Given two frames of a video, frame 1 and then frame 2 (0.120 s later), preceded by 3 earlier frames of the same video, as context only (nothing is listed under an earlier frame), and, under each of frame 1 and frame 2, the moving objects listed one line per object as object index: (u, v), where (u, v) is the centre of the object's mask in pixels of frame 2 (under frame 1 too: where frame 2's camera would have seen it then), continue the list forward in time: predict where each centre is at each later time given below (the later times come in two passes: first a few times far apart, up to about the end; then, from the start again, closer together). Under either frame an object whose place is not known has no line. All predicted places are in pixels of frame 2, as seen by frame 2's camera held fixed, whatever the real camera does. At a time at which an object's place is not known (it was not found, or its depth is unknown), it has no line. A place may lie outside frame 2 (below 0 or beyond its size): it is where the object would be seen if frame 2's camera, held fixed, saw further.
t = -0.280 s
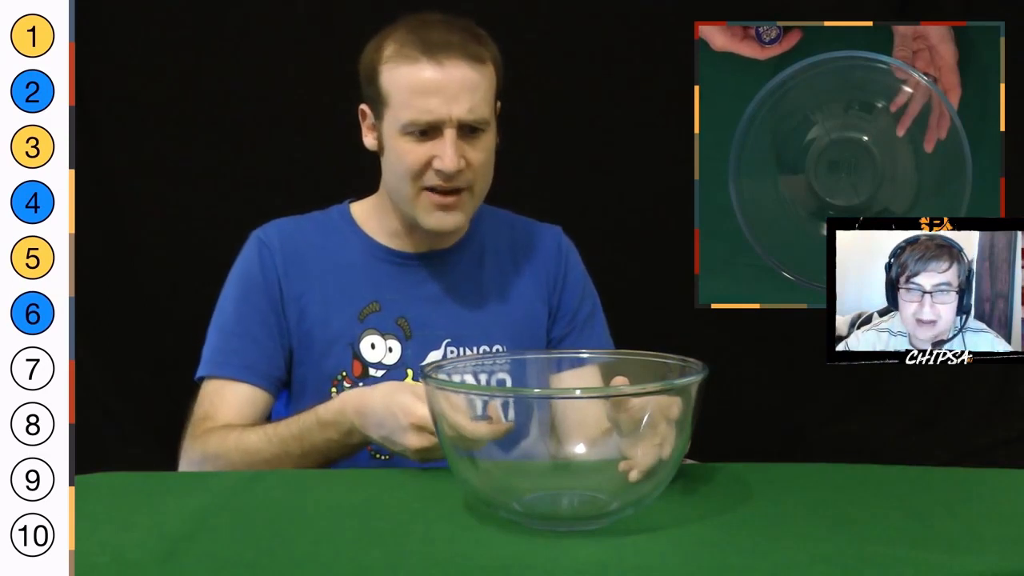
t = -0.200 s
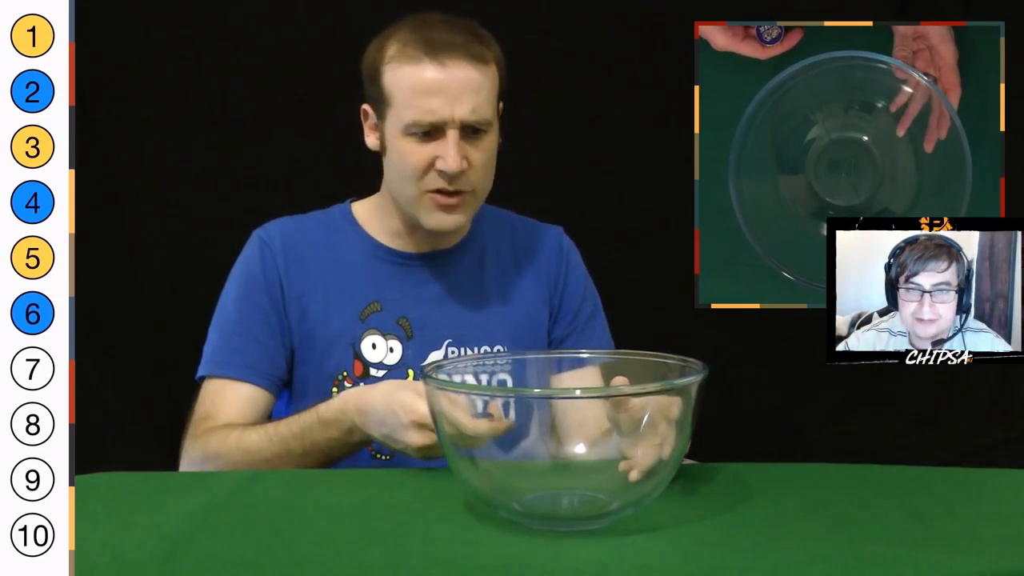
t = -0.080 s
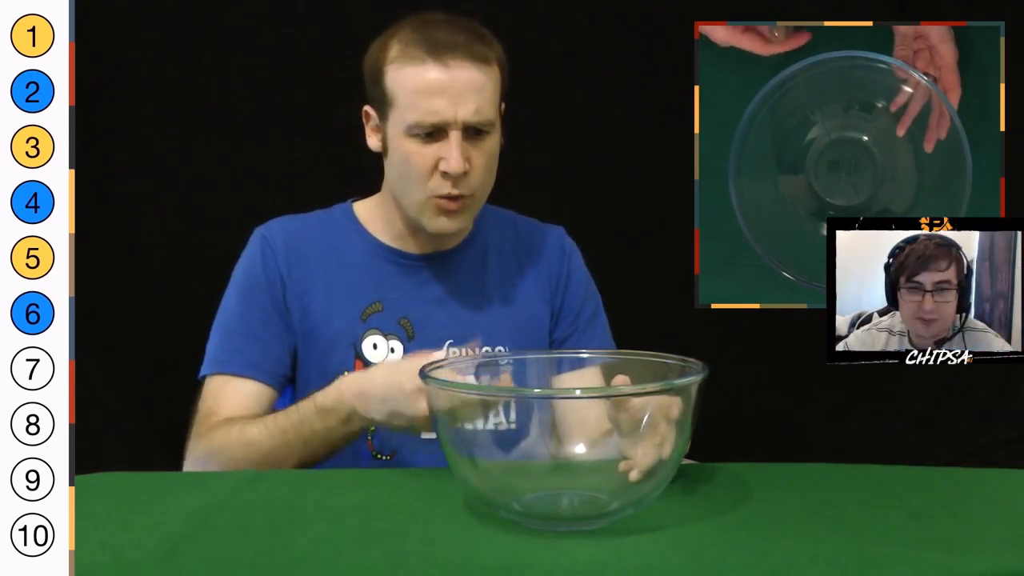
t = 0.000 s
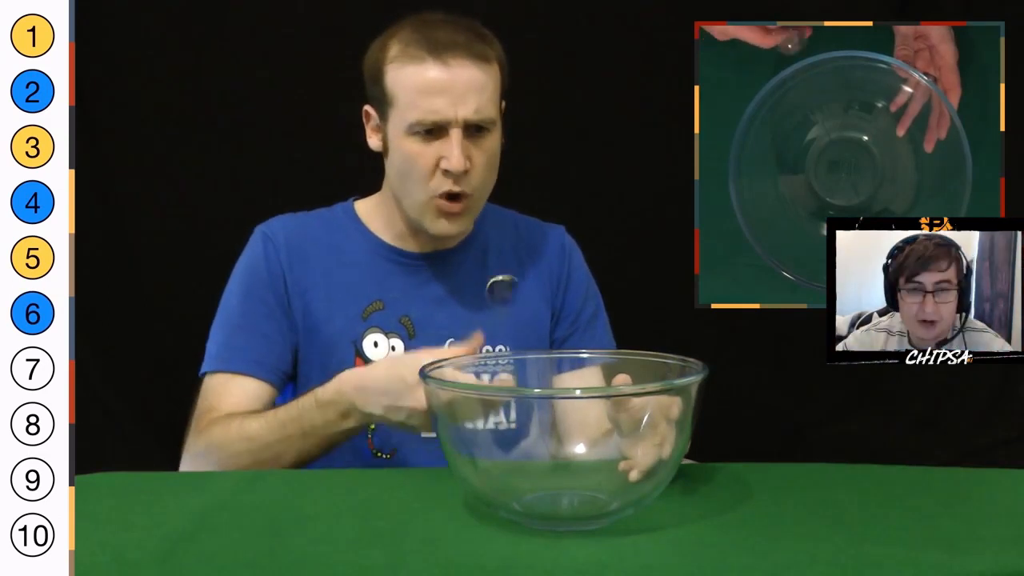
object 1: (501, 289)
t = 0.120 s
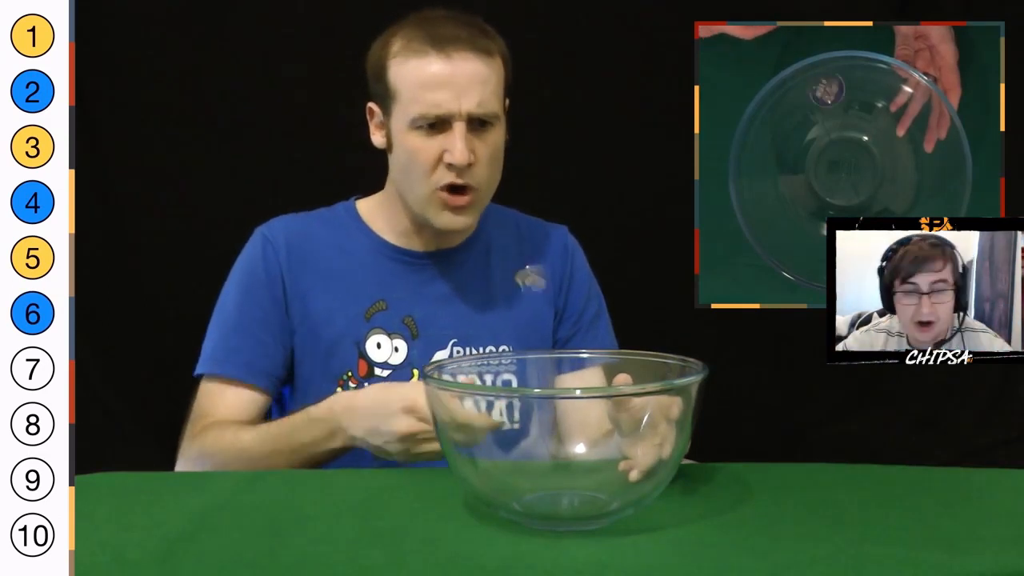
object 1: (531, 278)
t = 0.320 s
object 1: (583, 463)
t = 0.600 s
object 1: (557, 493)
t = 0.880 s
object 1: (532, 484)
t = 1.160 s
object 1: (579, 500)
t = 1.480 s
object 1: (588, 501)
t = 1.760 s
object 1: (588, 501)
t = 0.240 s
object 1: (567, 438)
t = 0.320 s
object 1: (583, 463)
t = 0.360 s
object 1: (589, 452)
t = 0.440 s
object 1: (600, 491)
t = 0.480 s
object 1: (591, 490)
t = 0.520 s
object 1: (583, 492)
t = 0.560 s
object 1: (564, 486)
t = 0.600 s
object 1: (557, 493)
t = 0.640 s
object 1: (546, 490)
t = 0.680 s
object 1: (534, 485)
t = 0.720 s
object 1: (526, 482)
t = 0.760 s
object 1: (521, 482)
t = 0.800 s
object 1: (522, 478)
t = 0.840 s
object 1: (527, 479)
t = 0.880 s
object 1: (532, 484)
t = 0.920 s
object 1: (541, 491)
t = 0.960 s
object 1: (550, 494)
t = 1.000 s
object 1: (557, 495)
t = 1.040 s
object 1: (564, 498)
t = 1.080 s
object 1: (570, 499)
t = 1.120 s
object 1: (575, 499)
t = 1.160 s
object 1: (579, 500)
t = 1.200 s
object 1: (584, 501)
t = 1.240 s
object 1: (587, 501)
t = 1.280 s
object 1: (588, 501)
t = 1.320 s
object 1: (588, 501)
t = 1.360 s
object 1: (588, 501)
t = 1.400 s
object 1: (588, 501)
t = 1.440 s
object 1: (587, 501)
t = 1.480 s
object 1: (588, 501)
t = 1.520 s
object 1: (588, 501)
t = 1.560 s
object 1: (588, 501)
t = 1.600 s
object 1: (588, 501)
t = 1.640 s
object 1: (588, 501)
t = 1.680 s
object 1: (588, 501)
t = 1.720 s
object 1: (588, 501)
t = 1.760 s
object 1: (588, 501)
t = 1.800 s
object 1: (588, 501)
